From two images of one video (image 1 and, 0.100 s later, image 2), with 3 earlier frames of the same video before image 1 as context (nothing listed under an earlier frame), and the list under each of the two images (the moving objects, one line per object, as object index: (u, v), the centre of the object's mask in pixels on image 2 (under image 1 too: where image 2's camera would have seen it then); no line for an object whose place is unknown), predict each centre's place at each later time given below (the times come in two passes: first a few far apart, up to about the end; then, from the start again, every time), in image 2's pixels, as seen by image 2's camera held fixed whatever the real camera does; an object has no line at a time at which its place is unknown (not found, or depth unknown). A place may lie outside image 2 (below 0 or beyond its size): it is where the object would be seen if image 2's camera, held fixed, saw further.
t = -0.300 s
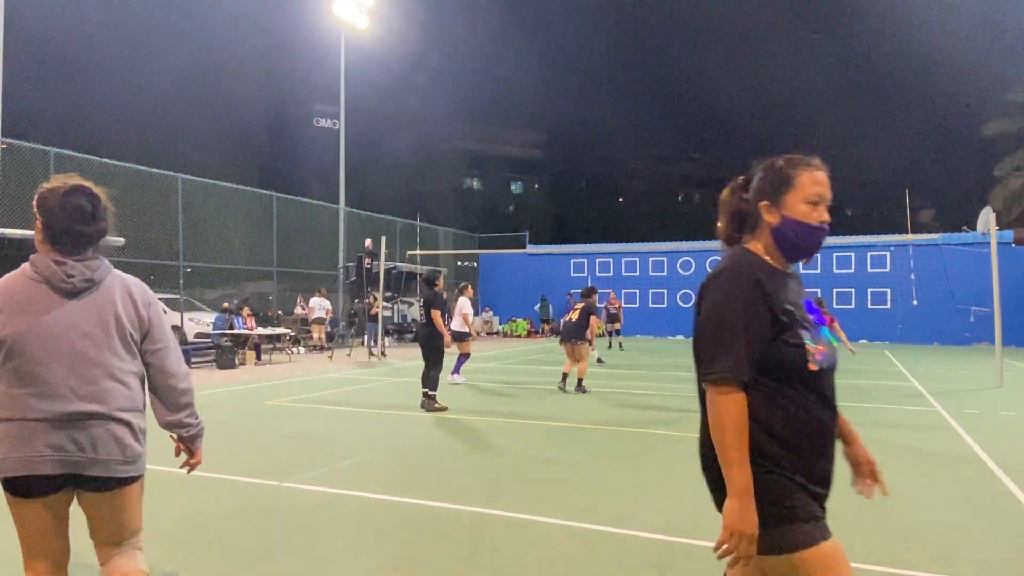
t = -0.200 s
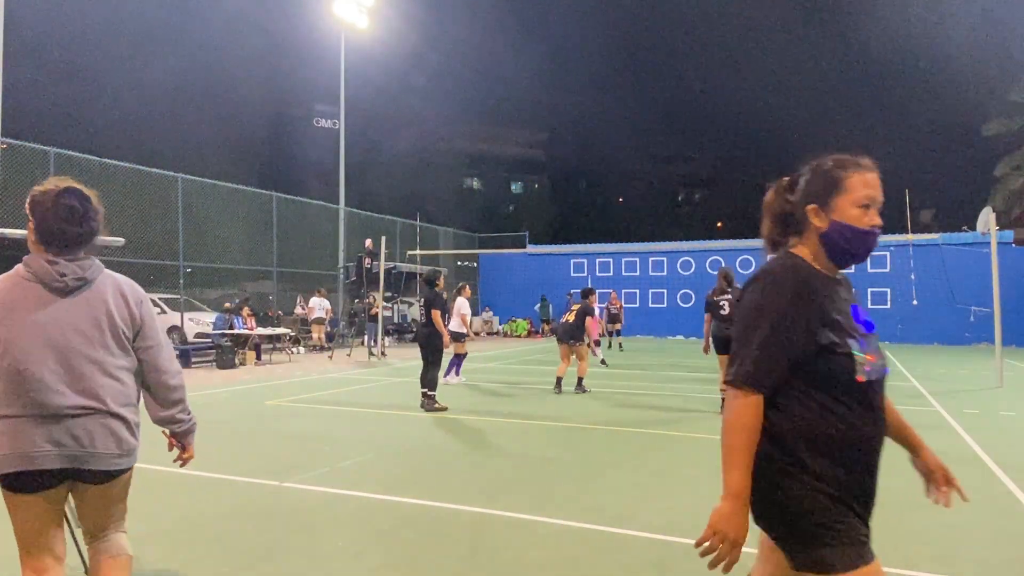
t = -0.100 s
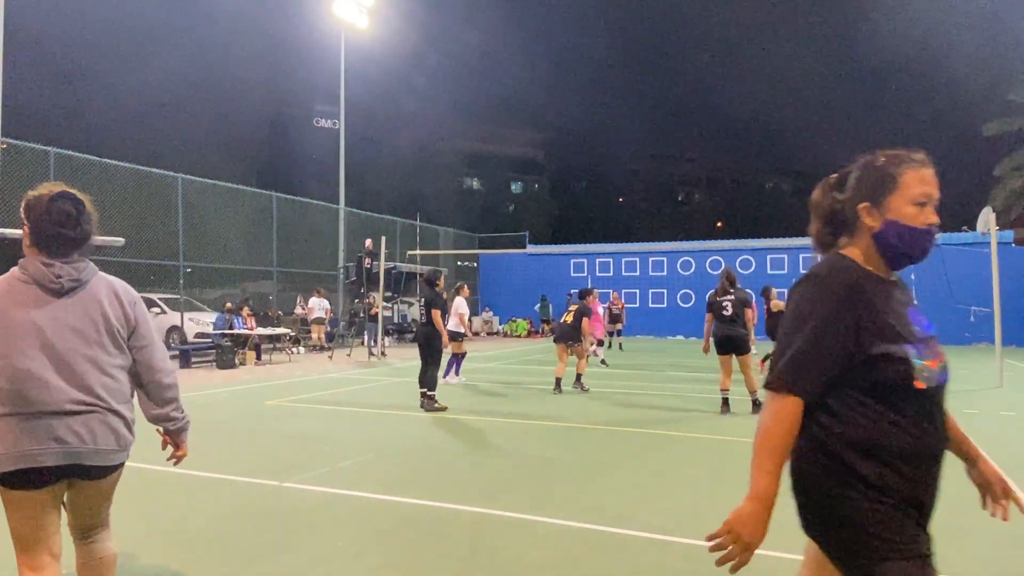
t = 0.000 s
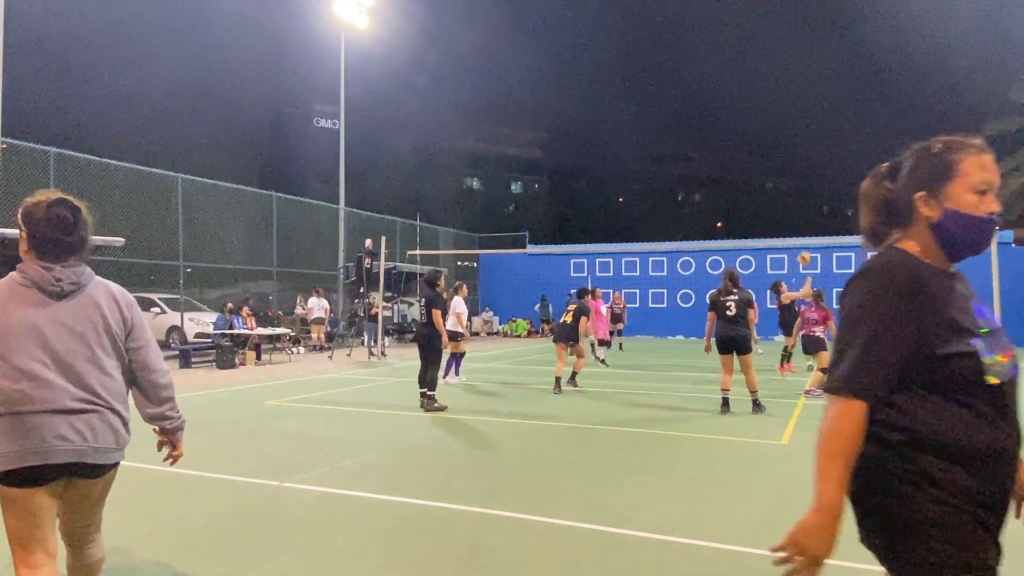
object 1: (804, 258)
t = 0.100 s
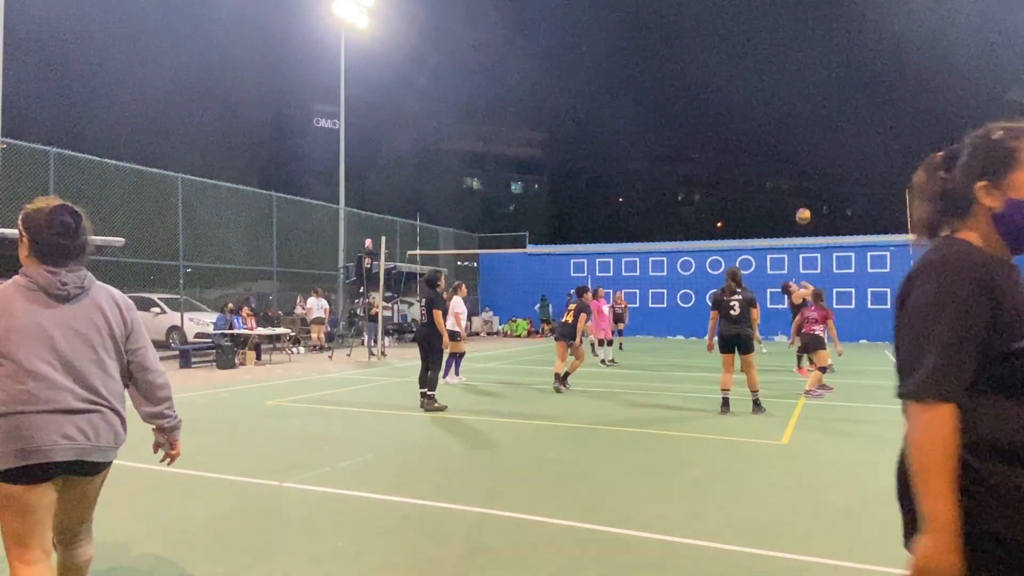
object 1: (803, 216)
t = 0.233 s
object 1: (801, 168)
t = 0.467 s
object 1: (796, 109)
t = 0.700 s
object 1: (791, 83)
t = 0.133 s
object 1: (803, 203)
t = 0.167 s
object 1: (802, 190)
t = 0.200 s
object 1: (802, 179)
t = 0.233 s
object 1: (801, 168)
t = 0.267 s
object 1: (800, 158)
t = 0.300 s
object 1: (800, 148)
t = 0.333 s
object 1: (799, 139)
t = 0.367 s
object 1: (798, 131)
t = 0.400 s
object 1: (798, 122)
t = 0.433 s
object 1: (797, 116)
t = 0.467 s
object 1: (796, 109)
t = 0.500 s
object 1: (796, 103)
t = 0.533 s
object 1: (795, 98)
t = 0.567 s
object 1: (794, 94)
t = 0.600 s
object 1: (793, 90)
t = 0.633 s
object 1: (792, 87)
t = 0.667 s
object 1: (792, 85)
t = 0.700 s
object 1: (791, 83)
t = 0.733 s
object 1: (790, 82)
